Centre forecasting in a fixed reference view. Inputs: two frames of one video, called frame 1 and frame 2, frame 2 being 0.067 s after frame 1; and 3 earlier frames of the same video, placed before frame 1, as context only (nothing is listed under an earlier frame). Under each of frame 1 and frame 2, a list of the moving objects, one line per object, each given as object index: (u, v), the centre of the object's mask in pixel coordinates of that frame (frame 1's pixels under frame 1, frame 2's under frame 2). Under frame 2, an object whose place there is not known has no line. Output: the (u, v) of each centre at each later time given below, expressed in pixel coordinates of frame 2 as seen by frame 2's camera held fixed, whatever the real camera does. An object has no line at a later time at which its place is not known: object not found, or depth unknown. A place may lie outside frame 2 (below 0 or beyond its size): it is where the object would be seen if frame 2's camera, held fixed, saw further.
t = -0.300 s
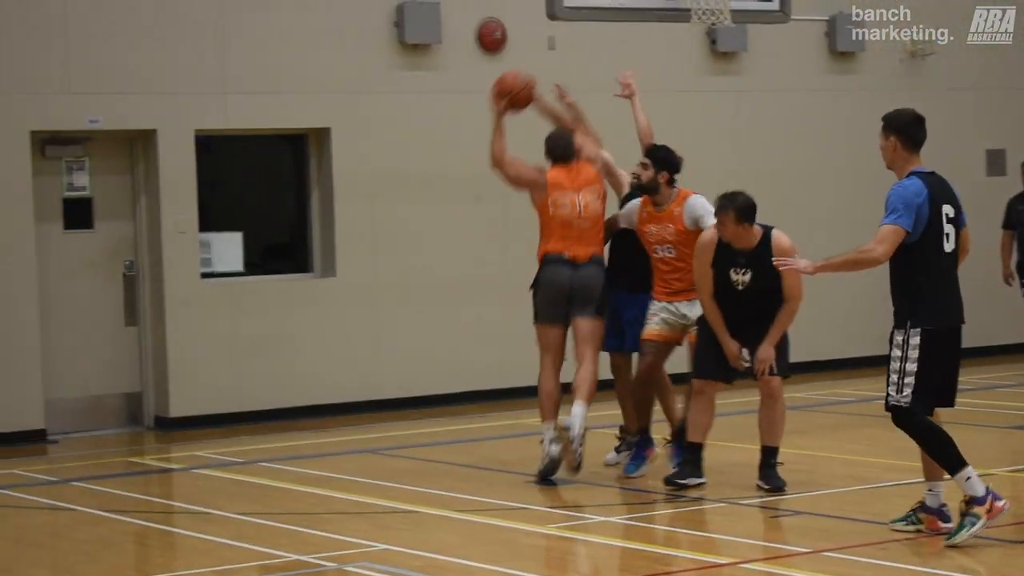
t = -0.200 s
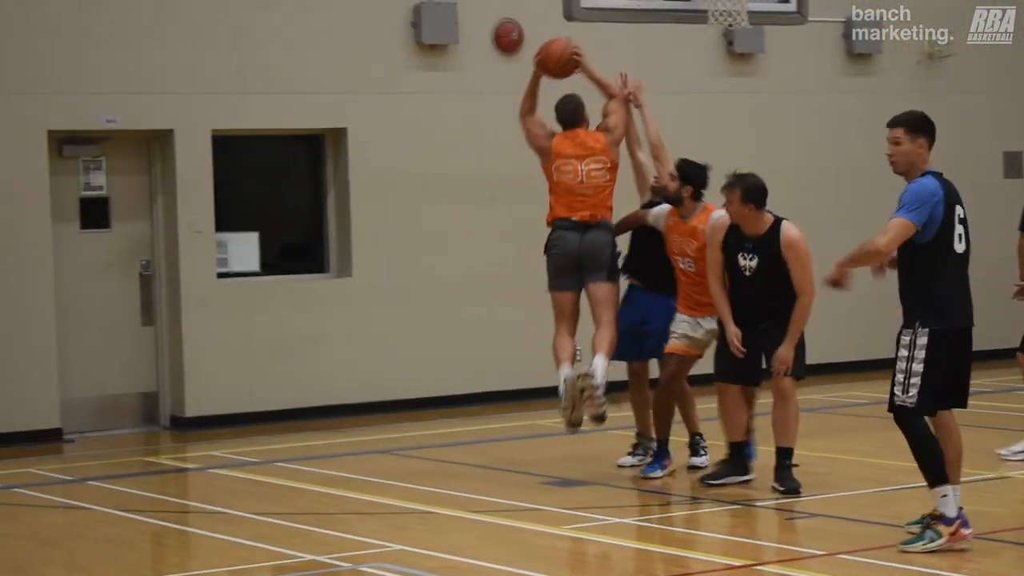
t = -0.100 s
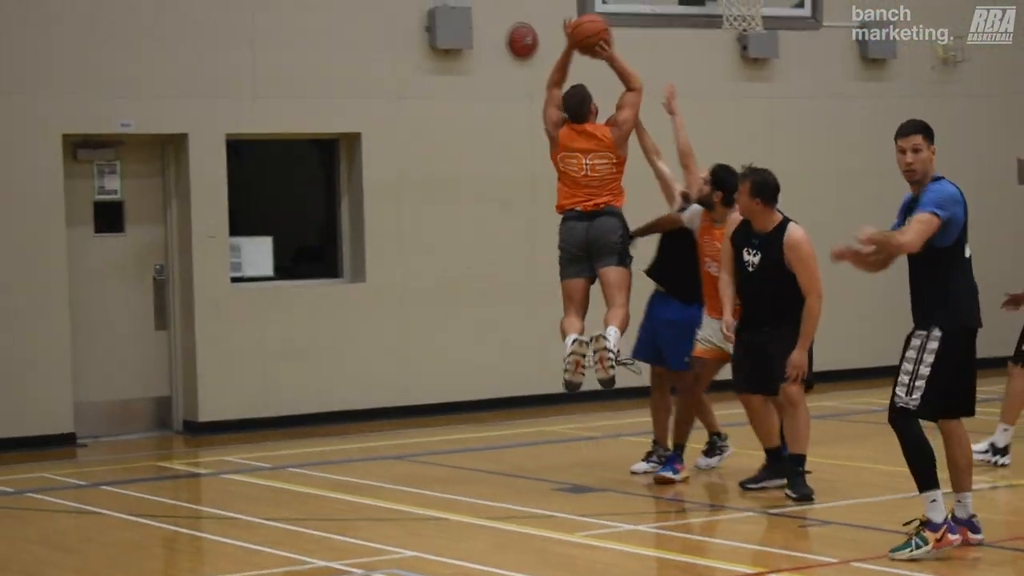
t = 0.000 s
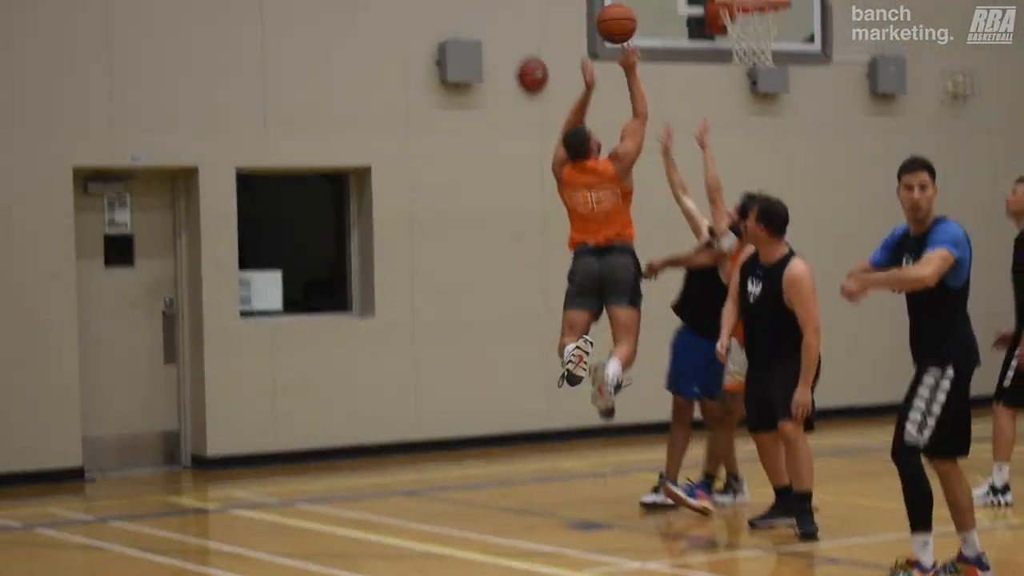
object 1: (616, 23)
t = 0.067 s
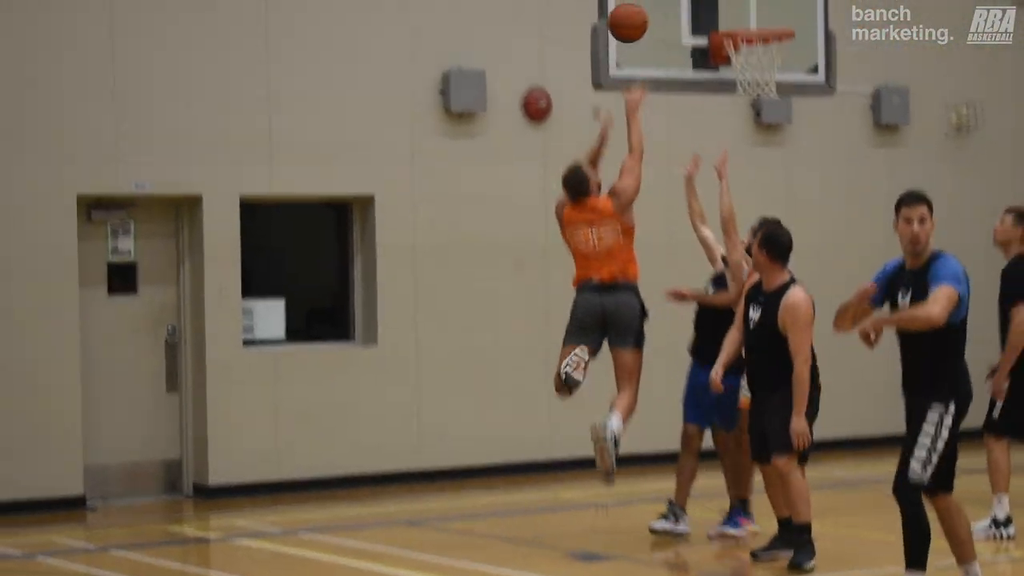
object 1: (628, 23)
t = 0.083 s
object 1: (630, 15)
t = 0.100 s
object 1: (632, 10)
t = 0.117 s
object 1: (634, 4)
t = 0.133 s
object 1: (636, 0)
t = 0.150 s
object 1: (638, -5)
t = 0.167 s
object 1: (640, -9)
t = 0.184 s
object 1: (642, -13)
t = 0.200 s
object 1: (643, -16)
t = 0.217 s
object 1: (645, -19)
